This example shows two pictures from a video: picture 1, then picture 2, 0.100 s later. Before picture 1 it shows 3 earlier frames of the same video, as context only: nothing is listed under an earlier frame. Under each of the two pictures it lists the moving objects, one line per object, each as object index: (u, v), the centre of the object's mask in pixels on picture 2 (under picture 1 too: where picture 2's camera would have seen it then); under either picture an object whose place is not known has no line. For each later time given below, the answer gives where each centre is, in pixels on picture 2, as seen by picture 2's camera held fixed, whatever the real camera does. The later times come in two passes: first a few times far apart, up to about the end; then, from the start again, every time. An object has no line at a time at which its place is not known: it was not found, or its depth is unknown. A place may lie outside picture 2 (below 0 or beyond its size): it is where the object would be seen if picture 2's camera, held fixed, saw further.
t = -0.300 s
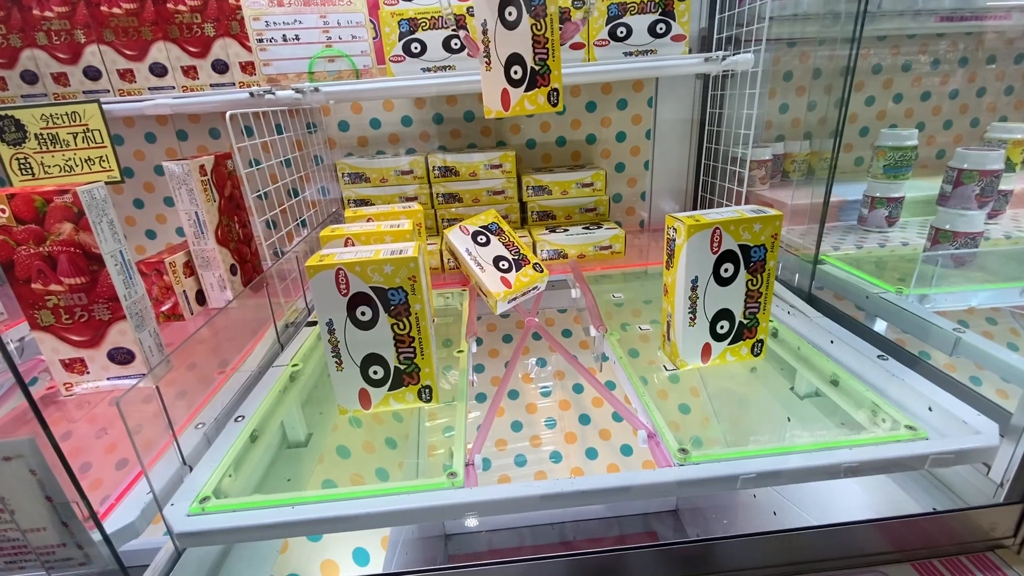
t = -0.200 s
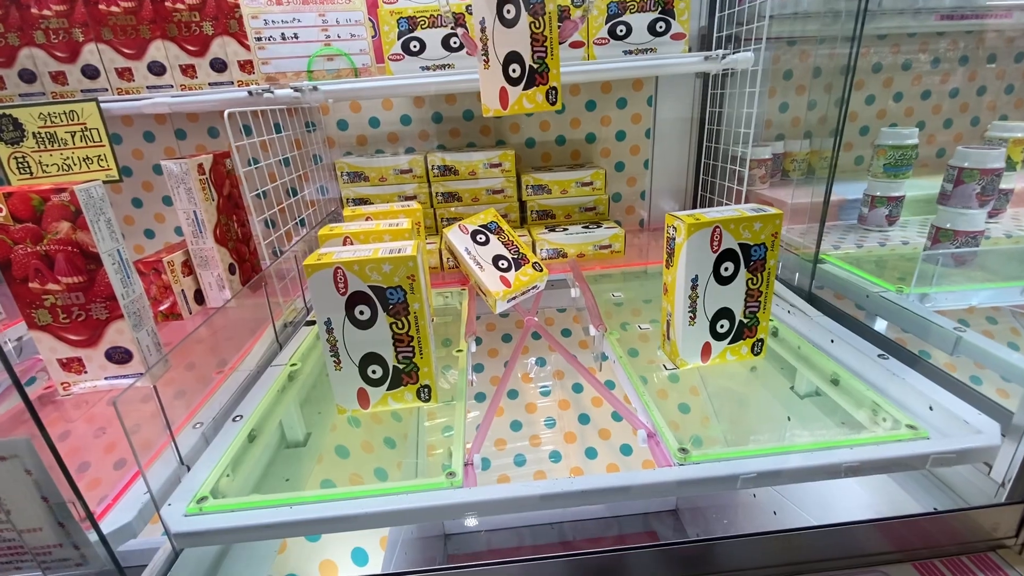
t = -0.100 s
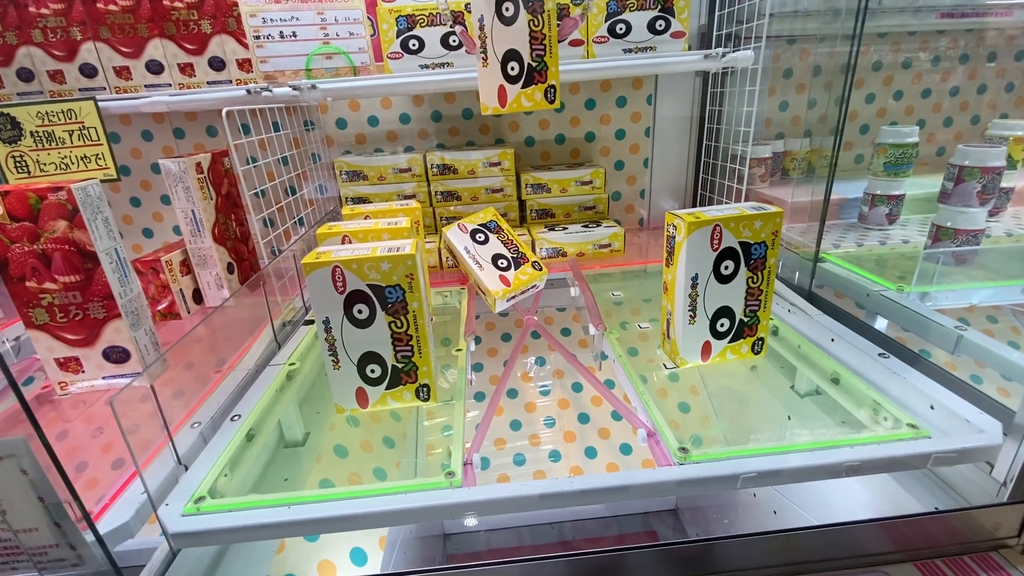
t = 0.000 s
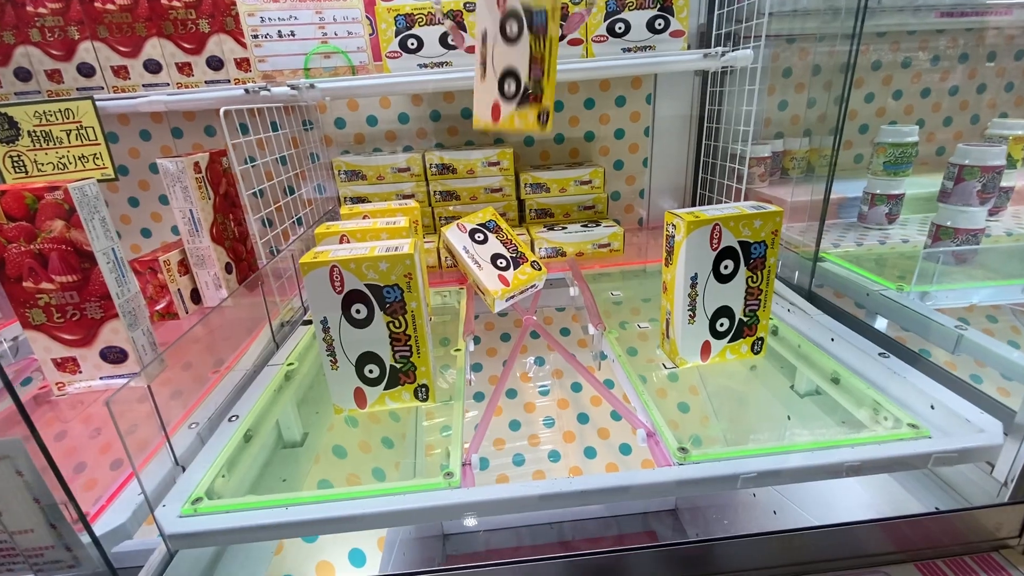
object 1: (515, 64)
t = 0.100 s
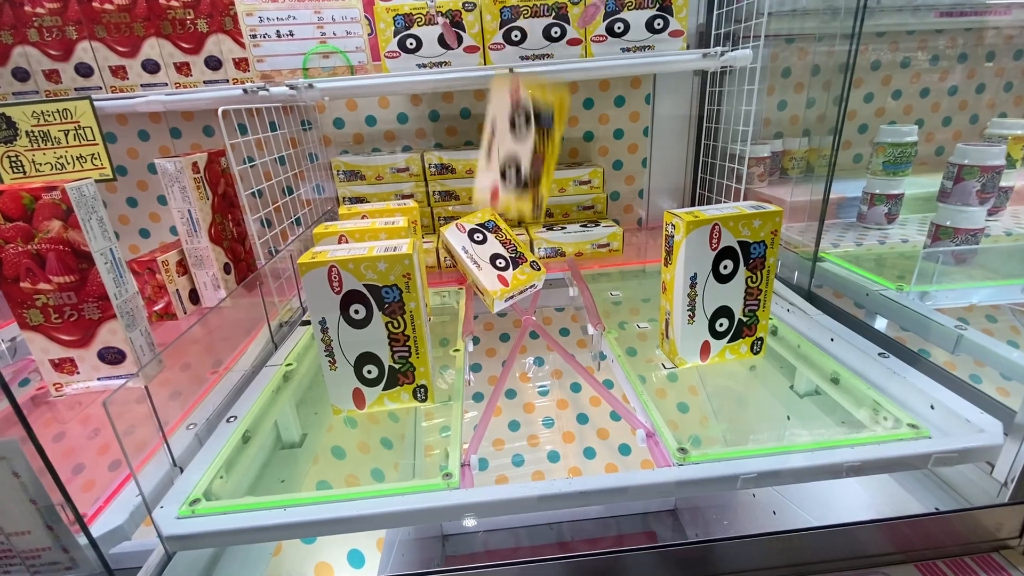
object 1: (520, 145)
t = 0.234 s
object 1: (533, 288)
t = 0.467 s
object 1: (524, 268)
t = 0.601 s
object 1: (535, 267)
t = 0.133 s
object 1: (523, 186)
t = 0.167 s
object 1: (525, 237)
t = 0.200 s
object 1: (532, 272)
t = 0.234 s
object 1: (533, 288)
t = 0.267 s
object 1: (531, 279)
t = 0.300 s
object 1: (529, 268)
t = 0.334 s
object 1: (527, 259)
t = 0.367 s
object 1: (525, 253)
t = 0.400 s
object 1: (523, 253)
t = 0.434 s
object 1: (522, 259)
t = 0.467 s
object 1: (524, 268)
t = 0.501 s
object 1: (529, 274)
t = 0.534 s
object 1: (533, 275)
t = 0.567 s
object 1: (534, 271)
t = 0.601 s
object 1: (535, 267)
